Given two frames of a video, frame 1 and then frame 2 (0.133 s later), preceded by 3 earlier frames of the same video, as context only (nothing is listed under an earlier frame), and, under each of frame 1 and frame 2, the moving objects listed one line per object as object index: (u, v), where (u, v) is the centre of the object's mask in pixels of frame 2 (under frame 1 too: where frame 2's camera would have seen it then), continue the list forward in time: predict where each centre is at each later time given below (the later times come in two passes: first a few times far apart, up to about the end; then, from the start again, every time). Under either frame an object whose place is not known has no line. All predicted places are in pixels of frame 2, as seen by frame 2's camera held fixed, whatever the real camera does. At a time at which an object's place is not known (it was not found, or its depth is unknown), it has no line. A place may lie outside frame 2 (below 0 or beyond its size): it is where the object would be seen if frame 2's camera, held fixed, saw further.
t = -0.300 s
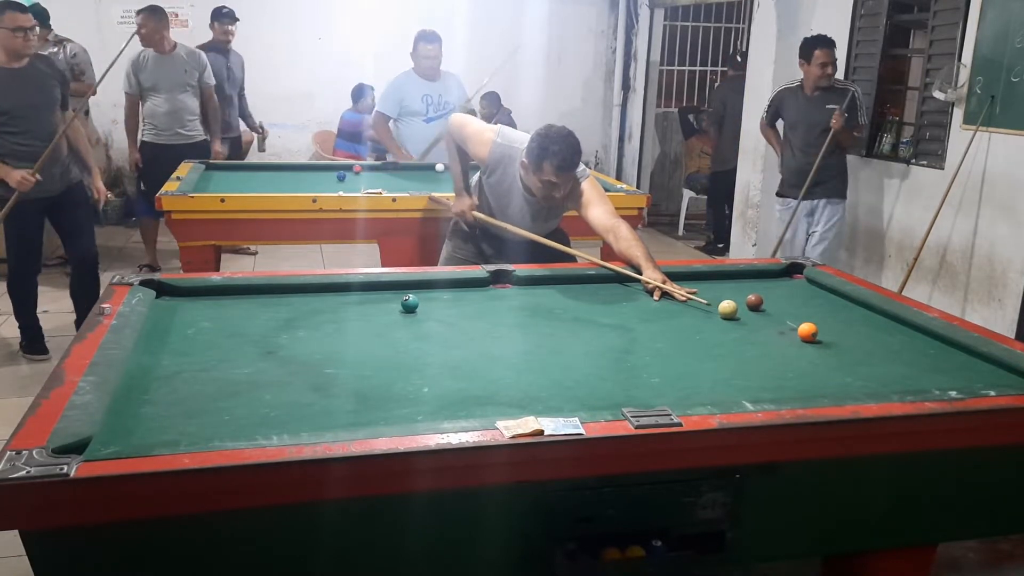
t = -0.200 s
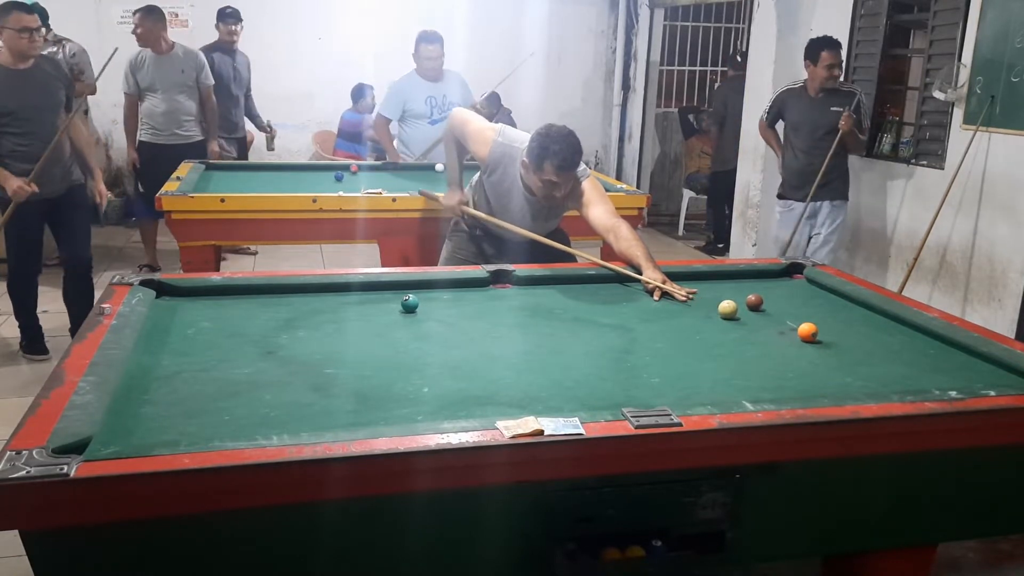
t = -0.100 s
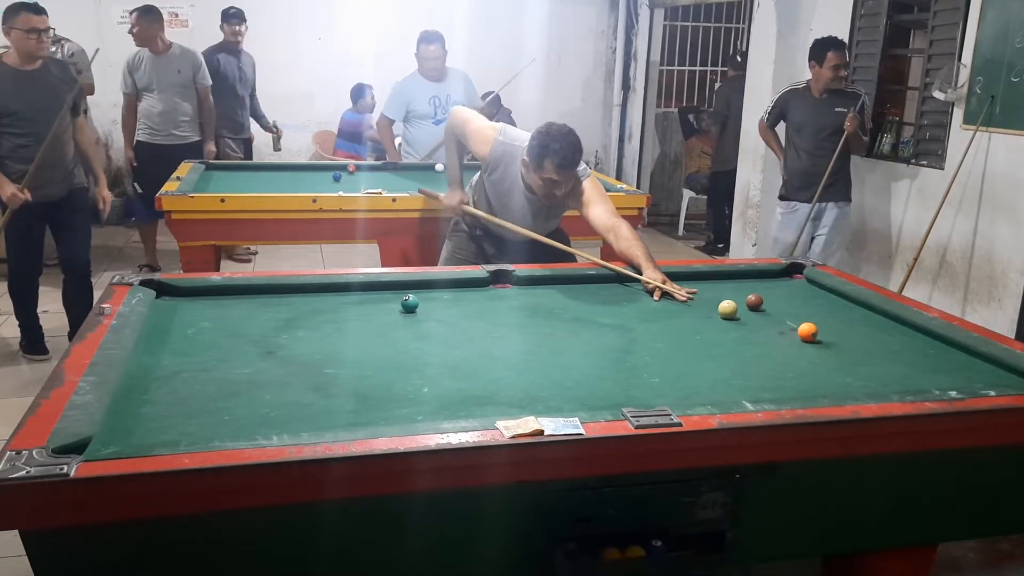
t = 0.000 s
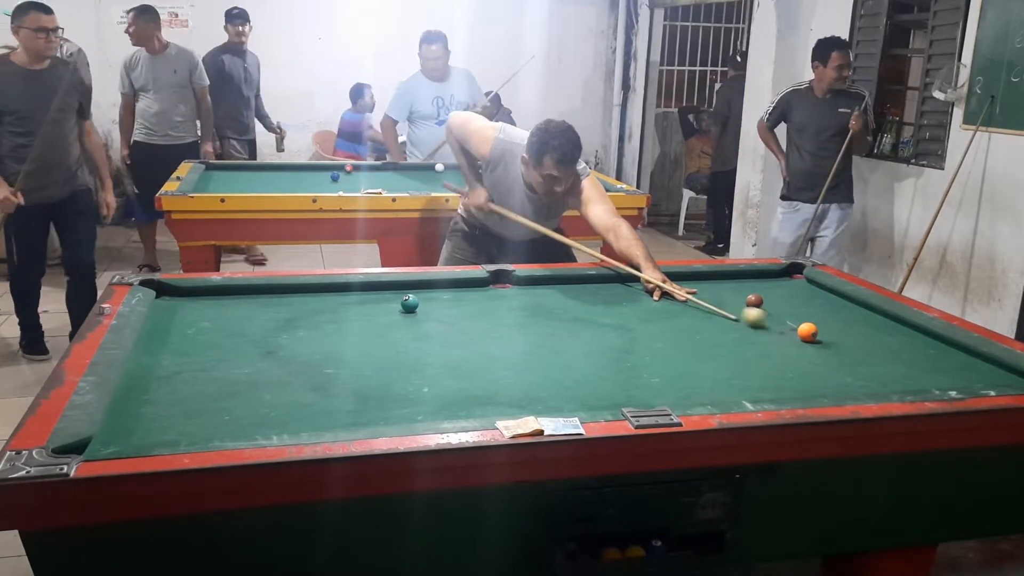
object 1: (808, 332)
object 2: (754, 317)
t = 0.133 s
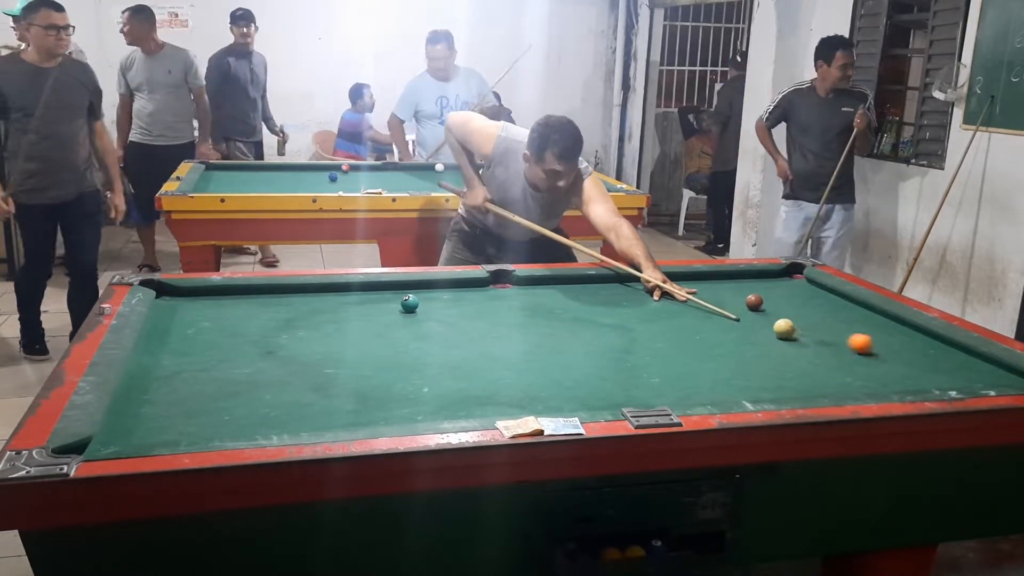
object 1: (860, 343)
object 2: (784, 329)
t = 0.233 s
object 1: (920, 356)
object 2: (778, 331)
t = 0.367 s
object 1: (1007, 374)
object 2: (771, 332)
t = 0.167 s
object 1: (880, 347)
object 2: (782, 330)
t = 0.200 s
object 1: (900, 352)
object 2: (780, 330)
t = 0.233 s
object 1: (920, 356)
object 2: (778, 331)
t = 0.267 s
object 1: (941, 361)
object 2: (776, 331)
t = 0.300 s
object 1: (962, 366)
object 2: (775, 331)
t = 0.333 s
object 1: (984, 371)
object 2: (773, 332)
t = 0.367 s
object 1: (1007, 374)
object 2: (771, 332)
